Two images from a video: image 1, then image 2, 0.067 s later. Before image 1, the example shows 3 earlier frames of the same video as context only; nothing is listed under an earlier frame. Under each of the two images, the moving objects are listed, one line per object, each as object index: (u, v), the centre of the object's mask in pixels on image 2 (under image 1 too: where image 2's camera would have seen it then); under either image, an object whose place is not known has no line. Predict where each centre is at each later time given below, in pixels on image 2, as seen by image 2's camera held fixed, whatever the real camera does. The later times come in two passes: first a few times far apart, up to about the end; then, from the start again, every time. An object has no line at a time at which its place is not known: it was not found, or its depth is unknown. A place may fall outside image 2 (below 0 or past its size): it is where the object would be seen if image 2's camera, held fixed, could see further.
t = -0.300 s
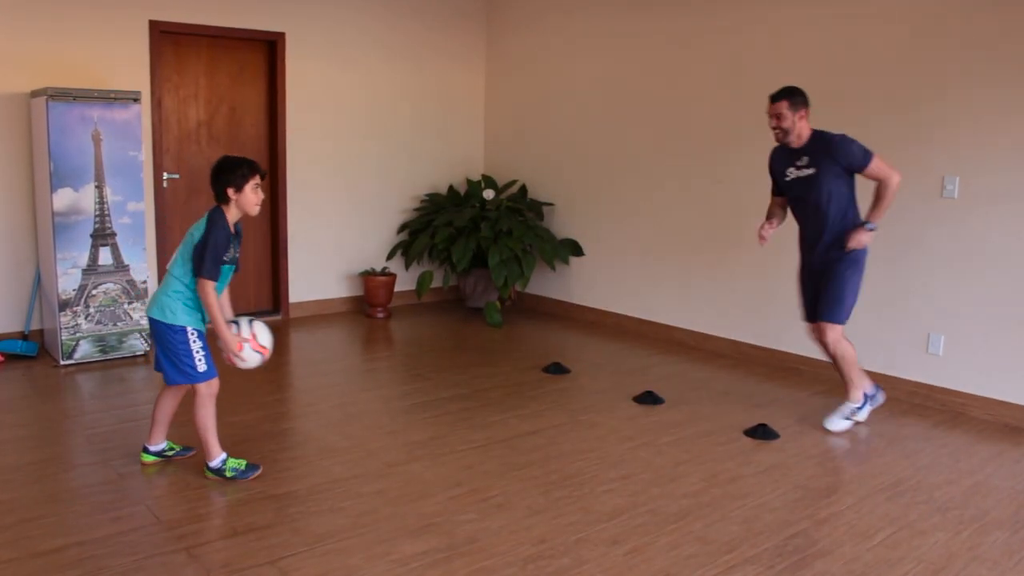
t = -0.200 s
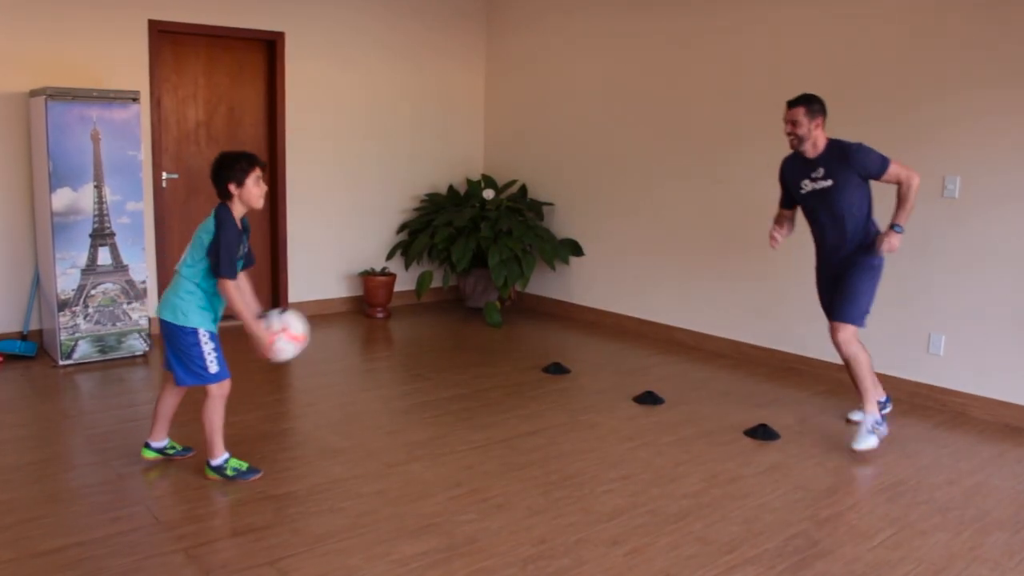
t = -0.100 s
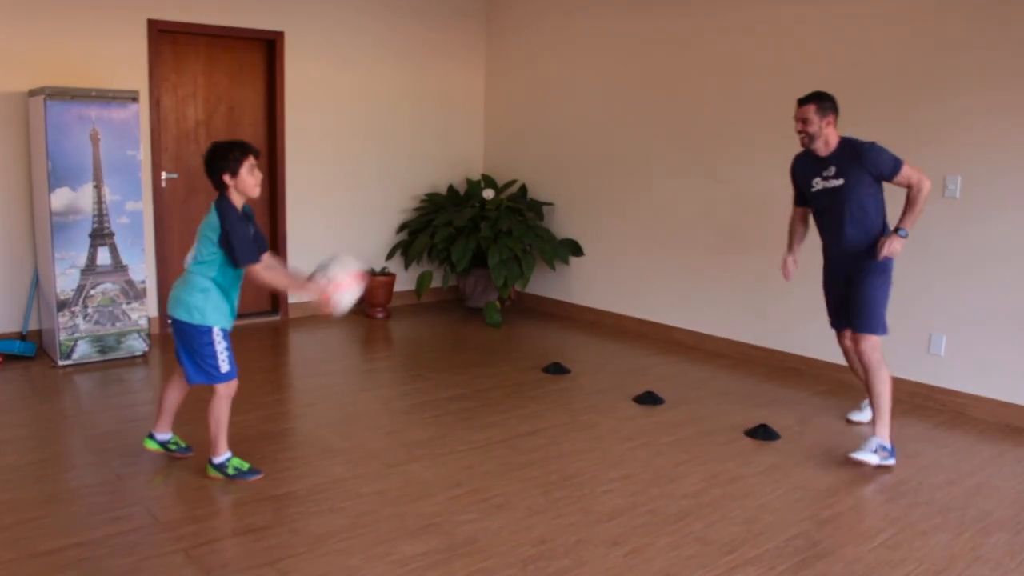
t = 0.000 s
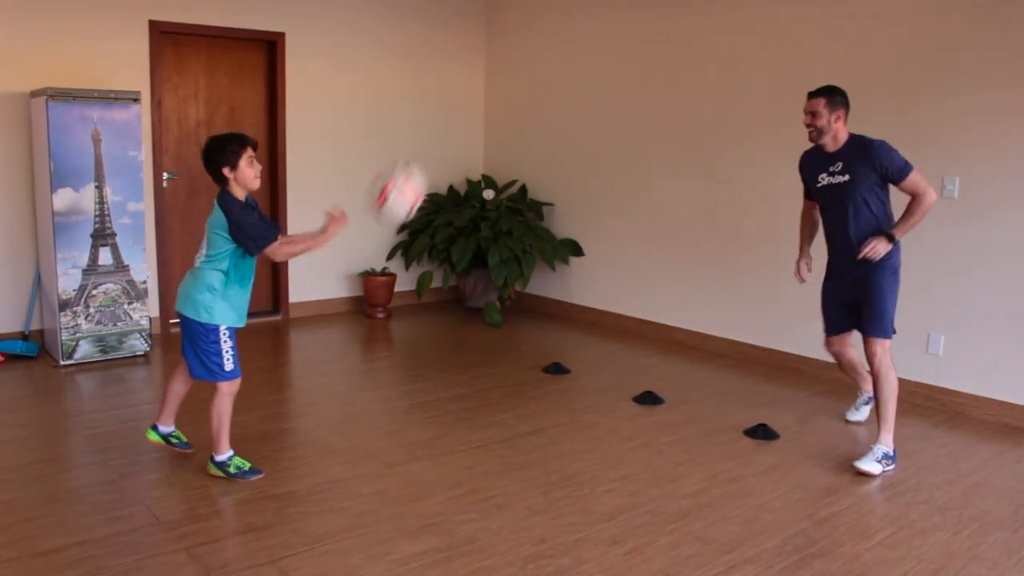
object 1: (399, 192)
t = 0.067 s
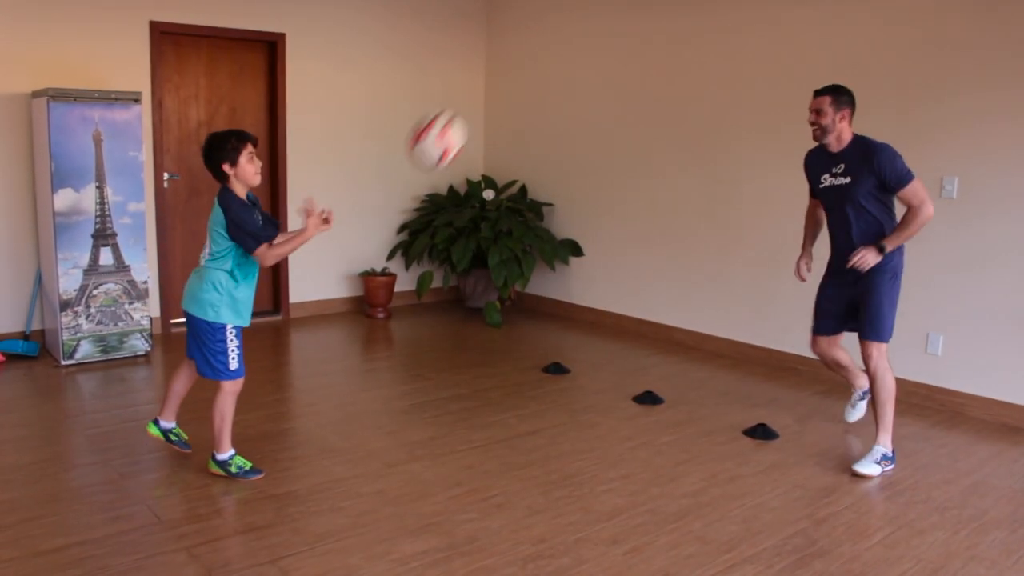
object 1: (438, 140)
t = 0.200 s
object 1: (514, 65)
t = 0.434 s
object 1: (648, 39)
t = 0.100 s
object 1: (456, 118)
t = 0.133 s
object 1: (475, 98)
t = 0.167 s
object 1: (495, 80)
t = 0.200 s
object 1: (514, 65)
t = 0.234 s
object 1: (535, 53)
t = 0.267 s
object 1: (555, 44)
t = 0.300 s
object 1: (574, 38)
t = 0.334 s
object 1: (592, 34)
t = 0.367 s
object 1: (610, 33)
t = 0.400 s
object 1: (629, 35)
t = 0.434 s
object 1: (648, 39)
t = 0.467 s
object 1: (666, 46)
